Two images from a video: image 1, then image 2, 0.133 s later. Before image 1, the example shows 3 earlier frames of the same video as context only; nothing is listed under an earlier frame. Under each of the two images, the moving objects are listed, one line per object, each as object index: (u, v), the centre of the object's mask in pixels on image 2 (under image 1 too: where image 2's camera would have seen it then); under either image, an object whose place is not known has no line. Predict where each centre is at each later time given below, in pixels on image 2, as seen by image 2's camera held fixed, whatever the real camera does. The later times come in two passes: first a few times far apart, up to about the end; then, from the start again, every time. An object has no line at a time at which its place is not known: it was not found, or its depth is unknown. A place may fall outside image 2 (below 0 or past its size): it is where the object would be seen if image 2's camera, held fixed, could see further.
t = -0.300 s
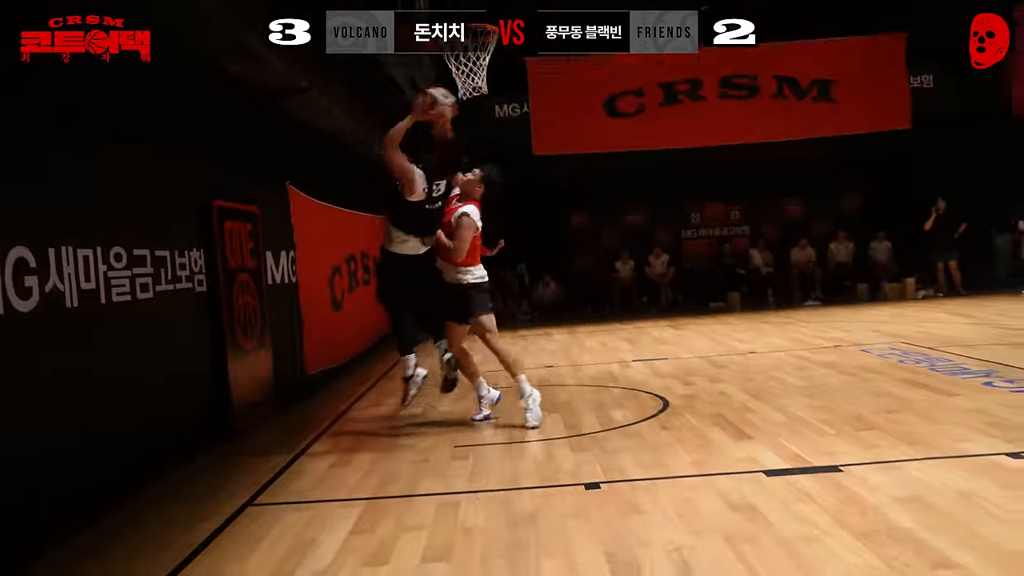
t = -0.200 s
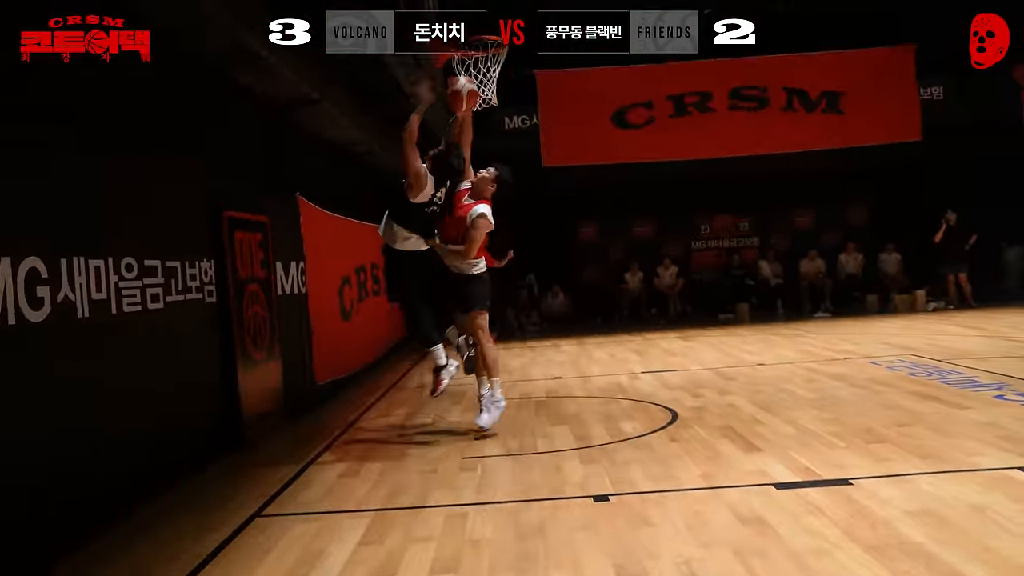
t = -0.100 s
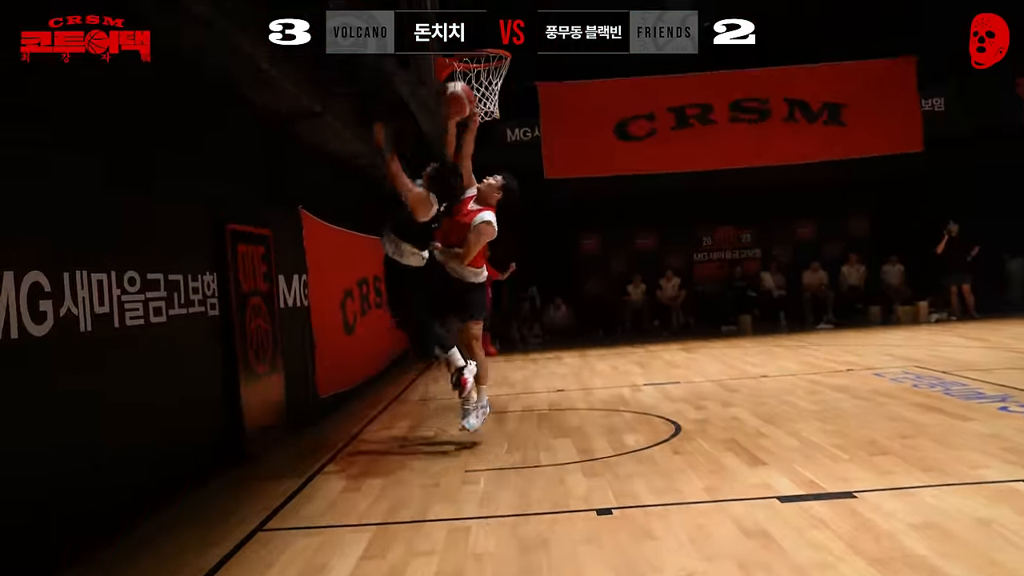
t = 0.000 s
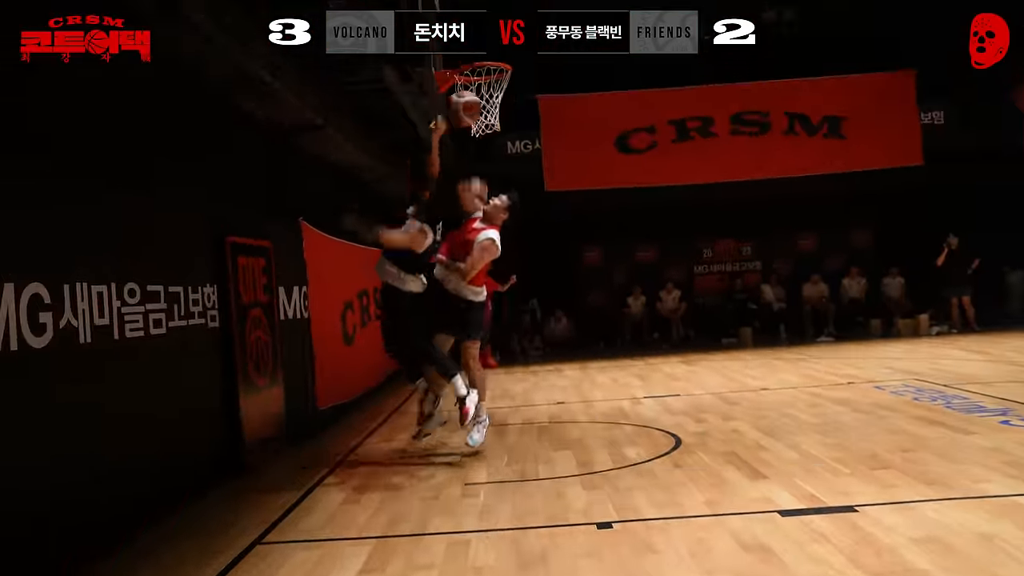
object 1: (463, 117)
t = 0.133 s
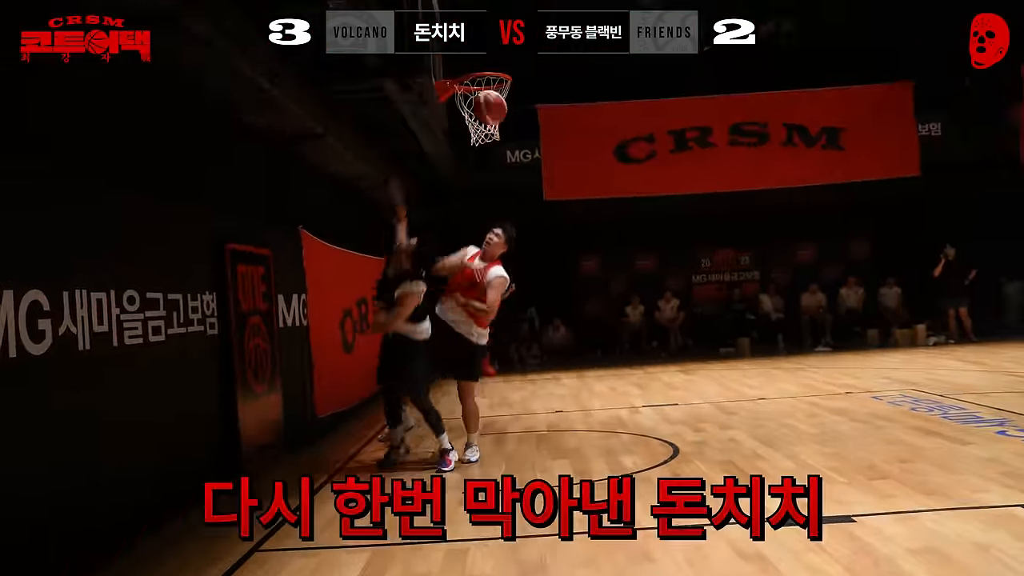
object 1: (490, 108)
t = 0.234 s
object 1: (509, 116)
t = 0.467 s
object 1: (556, 187)
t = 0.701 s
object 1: (605, 327)
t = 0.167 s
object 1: (496, 109)
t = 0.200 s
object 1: (502, 112)
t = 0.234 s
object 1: (509, 116)
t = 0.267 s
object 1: (516, 122)
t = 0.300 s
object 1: (521, 129)
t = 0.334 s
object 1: (529, 138)
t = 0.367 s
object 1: (535, 148)
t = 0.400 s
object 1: (542, 160)
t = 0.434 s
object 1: (549, 173)
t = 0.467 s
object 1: (556, 187)
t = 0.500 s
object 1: (563, 203)
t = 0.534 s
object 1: (570, 219)
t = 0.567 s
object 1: (578, 239)
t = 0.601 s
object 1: (584, 259)
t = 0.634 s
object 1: (592, 280)
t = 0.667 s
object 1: (599, 303)
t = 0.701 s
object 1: (605, 327)
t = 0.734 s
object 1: (612, 349)
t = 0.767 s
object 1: (619, 376)
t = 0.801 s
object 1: (626, 407)
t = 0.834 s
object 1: (634, 438)
